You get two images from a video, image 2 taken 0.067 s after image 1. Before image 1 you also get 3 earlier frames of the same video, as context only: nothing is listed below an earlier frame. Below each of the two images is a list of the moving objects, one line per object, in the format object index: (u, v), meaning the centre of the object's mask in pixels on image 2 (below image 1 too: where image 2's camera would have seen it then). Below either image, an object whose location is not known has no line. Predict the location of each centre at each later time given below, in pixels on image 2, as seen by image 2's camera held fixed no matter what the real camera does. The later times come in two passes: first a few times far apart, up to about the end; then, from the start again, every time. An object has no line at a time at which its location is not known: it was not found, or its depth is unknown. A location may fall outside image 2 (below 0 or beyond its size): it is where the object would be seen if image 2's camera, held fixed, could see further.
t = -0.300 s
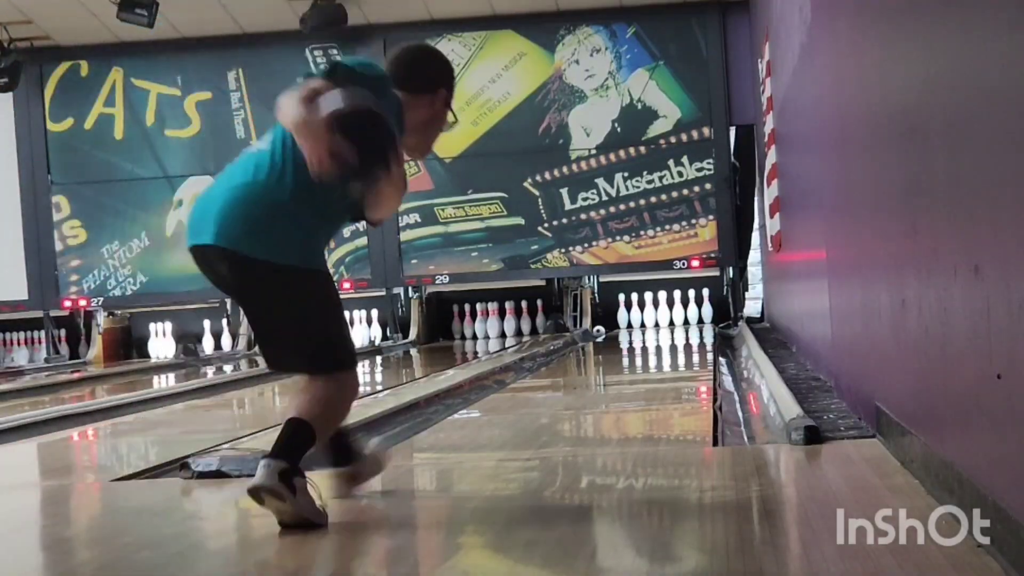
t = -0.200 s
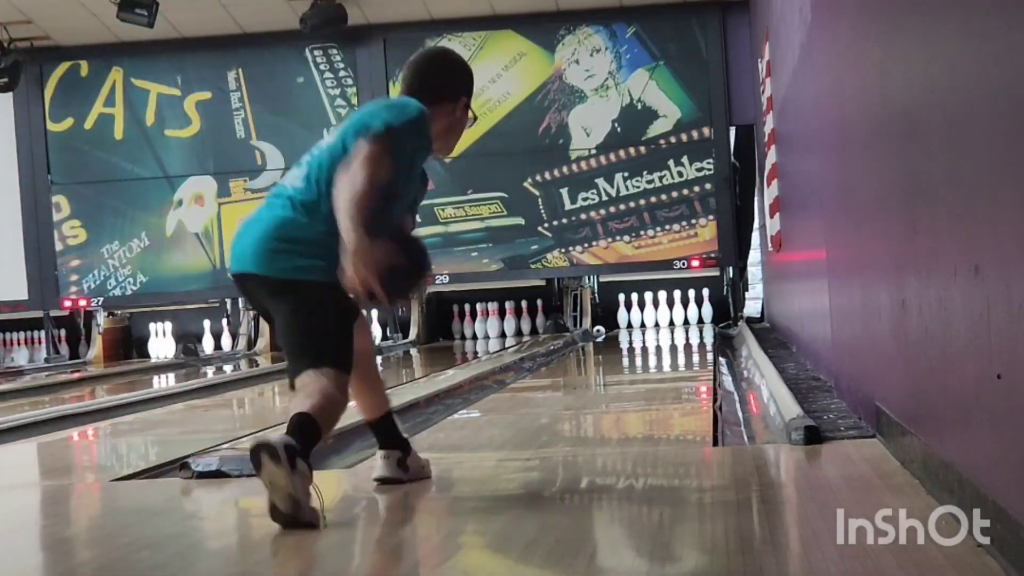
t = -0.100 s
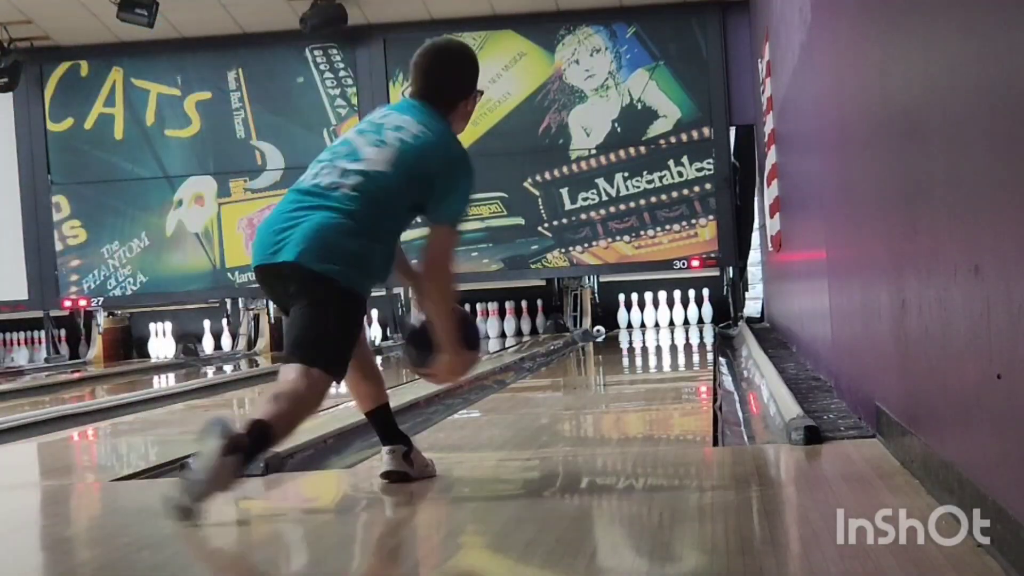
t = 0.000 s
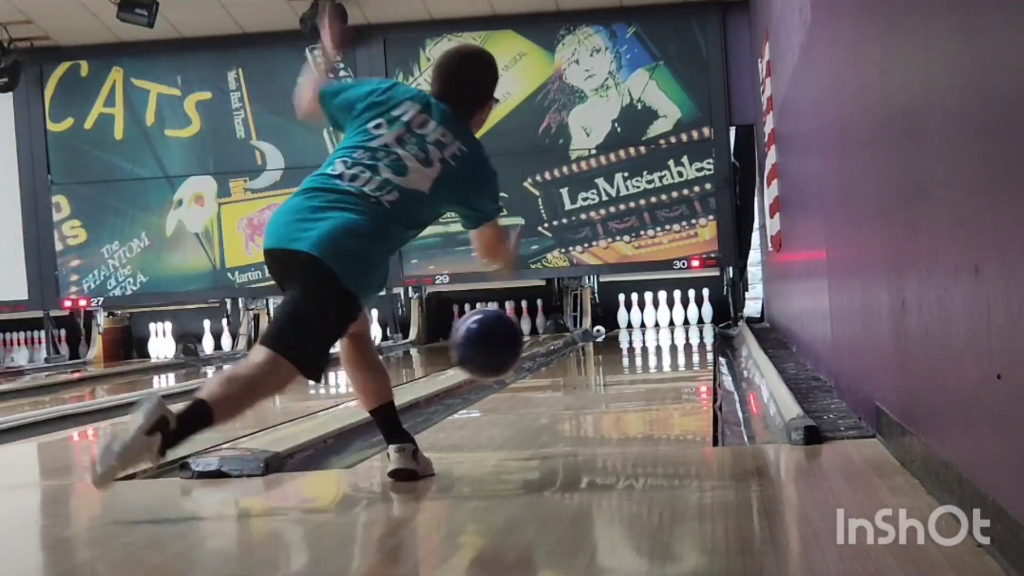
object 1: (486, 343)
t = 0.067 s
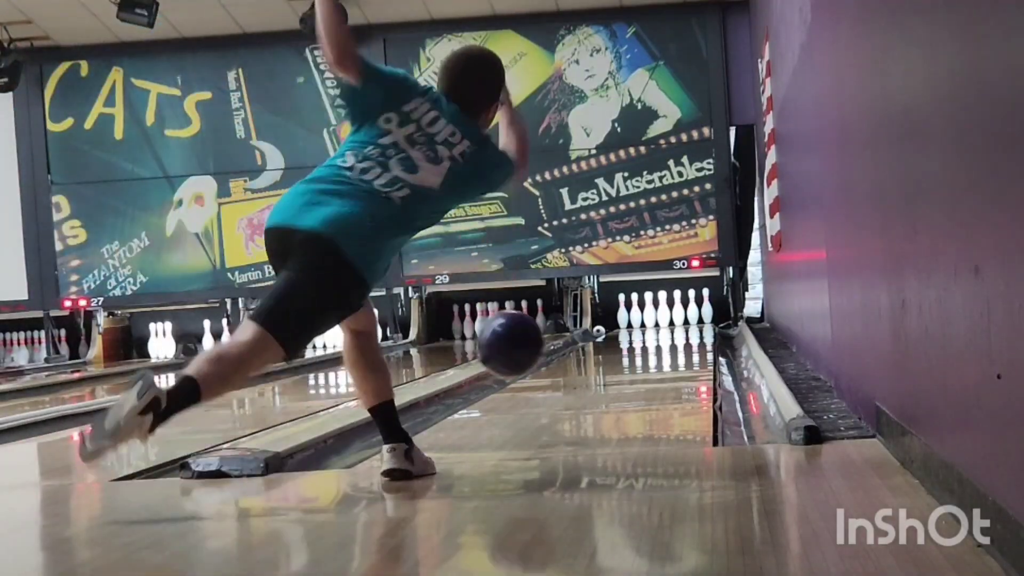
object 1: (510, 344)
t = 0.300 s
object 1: (574, 387)
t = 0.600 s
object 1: (623, 364)
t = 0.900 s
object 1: (653, 350)
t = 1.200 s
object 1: (673, 340)
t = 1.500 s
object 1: (686, 331)
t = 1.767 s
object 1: (692, 326)
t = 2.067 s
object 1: (692, 322)
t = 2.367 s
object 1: (684, 319)
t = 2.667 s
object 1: (673, 317)
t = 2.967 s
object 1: (677, 316)
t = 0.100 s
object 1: (521, 349)
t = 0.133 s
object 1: (531, 357)
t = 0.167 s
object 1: (540, 368)
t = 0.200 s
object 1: (550, 380)
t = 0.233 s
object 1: (560, 394)
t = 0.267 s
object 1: (567, 389)
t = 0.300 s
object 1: (574, 387)
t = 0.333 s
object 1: (581, 384)
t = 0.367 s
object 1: (587, 381)
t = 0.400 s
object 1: (593, 379)
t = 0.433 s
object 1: (599, 376)
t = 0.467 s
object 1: (604, 374)
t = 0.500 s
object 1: (609, 371)
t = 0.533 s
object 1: (614, 369)
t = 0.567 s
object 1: (618, 366)
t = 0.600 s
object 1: (623, 364)
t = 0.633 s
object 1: (627, 363)
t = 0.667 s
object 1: (631, 361)
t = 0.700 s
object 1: (634, 360)
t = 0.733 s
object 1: (638, 358)
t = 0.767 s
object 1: (641, 356)
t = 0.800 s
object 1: (644, 354)
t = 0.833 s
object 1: (647, 353)
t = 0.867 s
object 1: (650, 351)
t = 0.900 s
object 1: (653, 350)
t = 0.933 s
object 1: (656, 349)
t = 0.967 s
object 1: (658, 347)
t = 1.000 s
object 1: (661, 346)
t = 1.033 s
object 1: (663, 345)
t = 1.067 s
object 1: (666, 344)
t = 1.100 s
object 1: (668, 343)
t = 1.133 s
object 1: (670, 342)
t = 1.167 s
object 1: (671, 341)
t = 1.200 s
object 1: (673, 340)
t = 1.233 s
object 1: (675, 339)
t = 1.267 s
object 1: (677, 338)
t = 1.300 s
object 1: (679, 337)
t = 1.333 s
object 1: (680, 336)
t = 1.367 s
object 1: (682, 335)
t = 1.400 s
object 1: (683, 334)
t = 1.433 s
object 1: (684, 333)
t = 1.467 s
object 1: (685, 332)
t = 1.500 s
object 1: (686, 331)
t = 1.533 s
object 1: (686, 331)
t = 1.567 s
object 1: (688, 330)
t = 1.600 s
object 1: (689, 329)
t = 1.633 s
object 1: (690, 328)
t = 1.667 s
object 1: (690, 328)
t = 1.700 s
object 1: (691, 327)
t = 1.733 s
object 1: (692, 327)
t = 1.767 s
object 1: (692, 326)
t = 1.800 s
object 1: (692, 326)
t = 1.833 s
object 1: (692, 325)
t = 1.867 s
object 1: (692, 325)
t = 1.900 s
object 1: (693, 324)
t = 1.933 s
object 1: (693, 324)
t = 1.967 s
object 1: (693, 323)
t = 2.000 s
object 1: (692, 323)
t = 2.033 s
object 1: (692, 323)
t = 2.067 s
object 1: (692, 322)
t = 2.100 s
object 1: (692, 322)
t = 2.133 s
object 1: (691, 321)
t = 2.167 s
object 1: (691, 321)
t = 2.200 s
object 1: (690, 320)
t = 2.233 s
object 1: (689, 320)
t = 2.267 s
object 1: (688, 320)
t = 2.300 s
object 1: (687, 319)
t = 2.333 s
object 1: (686, 319)
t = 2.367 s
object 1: (684, 319)
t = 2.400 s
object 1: (683, 319)
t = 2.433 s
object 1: (682, 318)
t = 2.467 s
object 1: (681, 318)
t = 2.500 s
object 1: (679, 318)
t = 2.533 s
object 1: (678, 317)
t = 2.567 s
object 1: (676, 317)
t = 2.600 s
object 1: (674, 317)
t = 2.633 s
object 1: (673, 317)
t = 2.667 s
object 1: (673, 317)
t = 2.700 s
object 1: (674, 317)
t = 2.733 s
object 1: (673, 317)
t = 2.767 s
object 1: (673, 316)
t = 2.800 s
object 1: (673, 316)
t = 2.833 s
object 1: (674, 316)
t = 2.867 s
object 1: (675, 316)
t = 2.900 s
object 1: (675, 316)
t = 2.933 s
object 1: (676, 316)
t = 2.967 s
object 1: (677, 316)
